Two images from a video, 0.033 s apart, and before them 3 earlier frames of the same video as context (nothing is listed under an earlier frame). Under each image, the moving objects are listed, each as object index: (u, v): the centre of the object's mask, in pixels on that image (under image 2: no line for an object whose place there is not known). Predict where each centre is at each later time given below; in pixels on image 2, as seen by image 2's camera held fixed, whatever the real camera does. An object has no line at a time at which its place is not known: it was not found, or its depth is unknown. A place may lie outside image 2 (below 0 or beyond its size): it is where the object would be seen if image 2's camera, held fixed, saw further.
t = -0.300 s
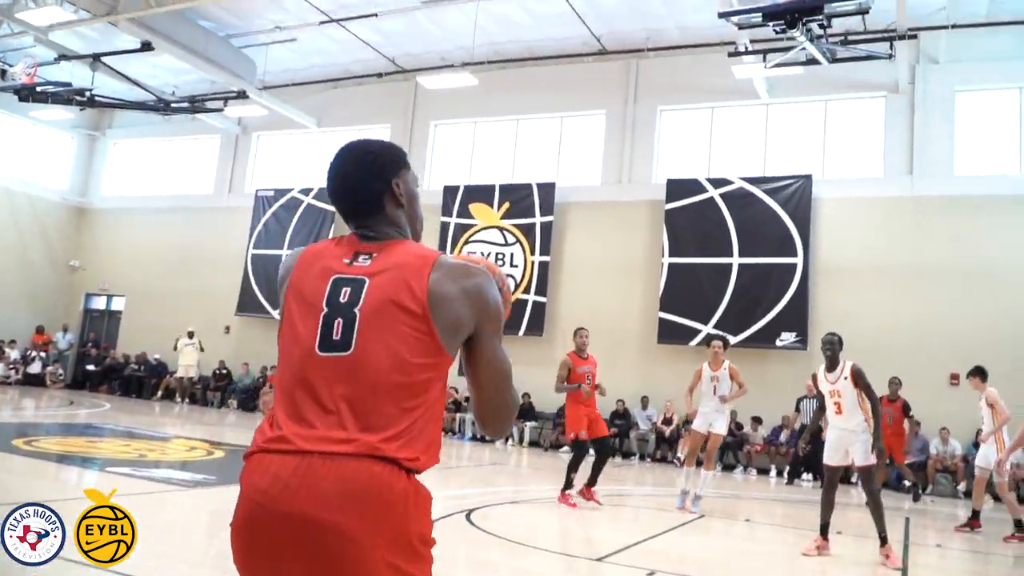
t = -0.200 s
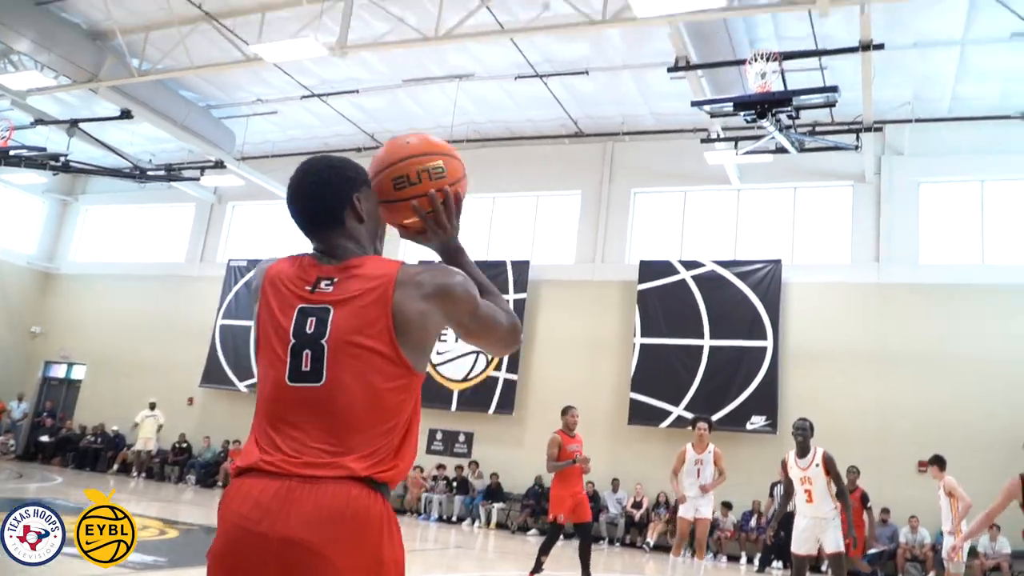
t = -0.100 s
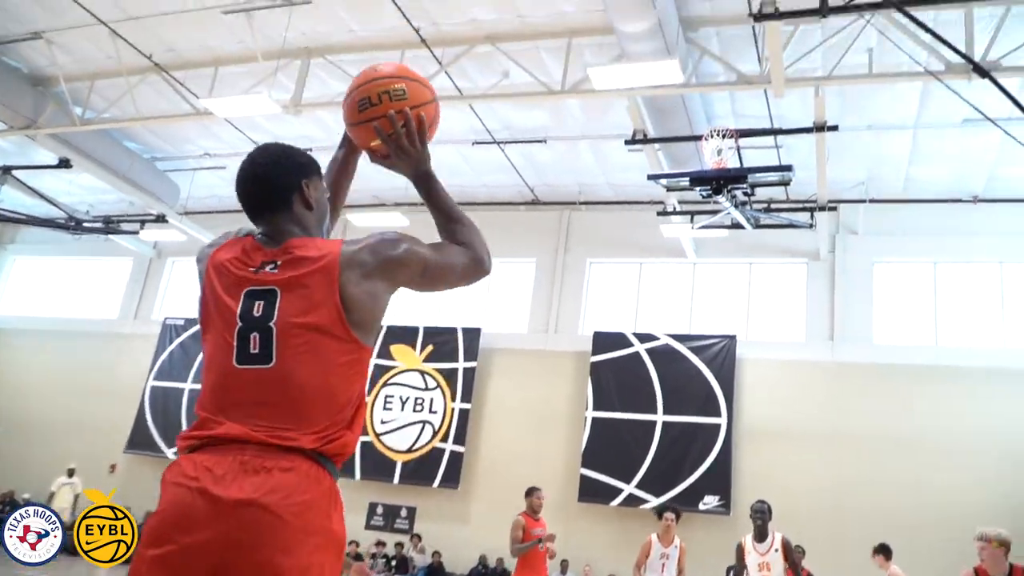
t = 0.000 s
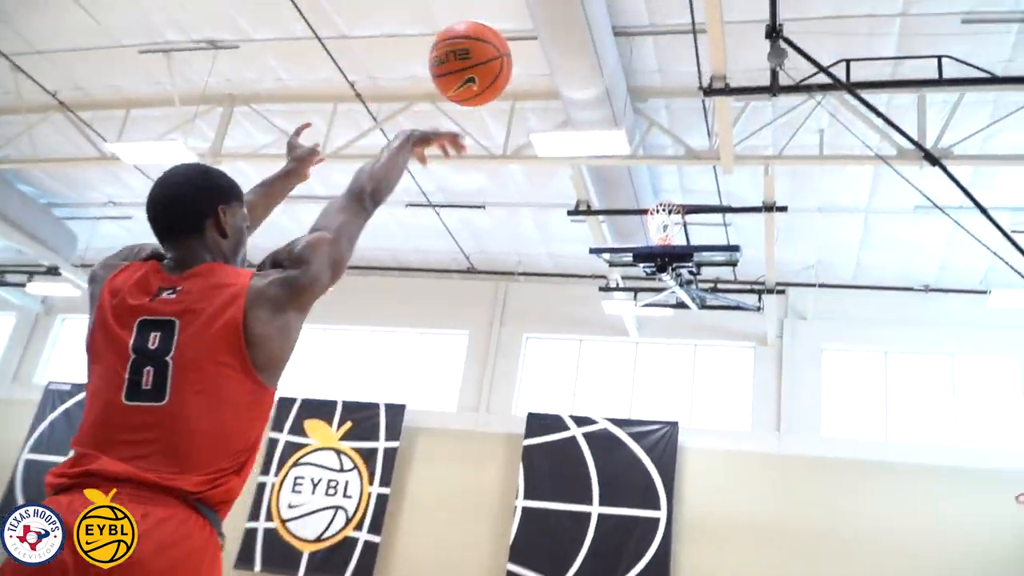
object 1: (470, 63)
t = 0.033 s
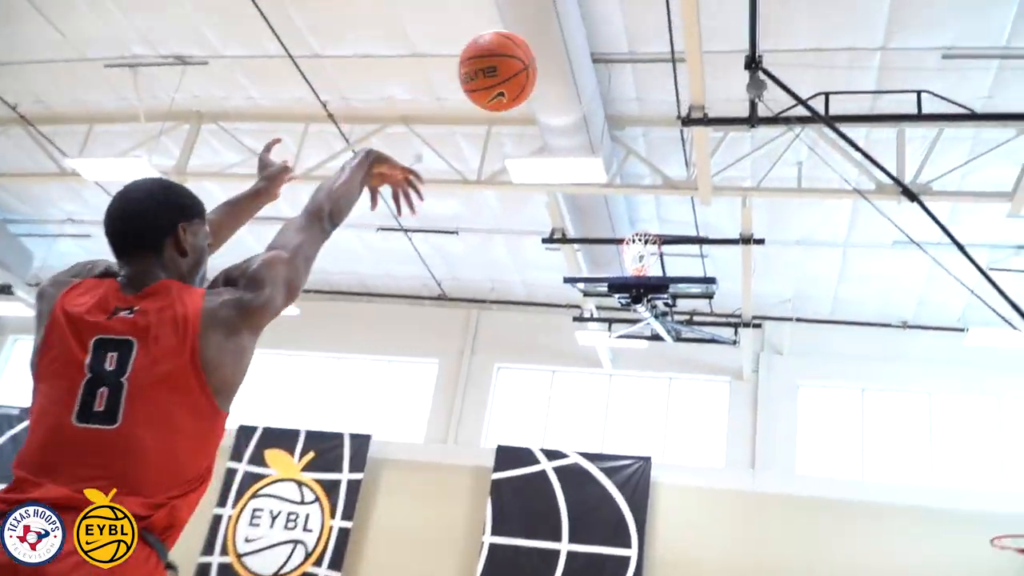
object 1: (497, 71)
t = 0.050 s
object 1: (522, 67)
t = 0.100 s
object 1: (585, 61)
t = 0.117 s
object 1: (604, 61)
